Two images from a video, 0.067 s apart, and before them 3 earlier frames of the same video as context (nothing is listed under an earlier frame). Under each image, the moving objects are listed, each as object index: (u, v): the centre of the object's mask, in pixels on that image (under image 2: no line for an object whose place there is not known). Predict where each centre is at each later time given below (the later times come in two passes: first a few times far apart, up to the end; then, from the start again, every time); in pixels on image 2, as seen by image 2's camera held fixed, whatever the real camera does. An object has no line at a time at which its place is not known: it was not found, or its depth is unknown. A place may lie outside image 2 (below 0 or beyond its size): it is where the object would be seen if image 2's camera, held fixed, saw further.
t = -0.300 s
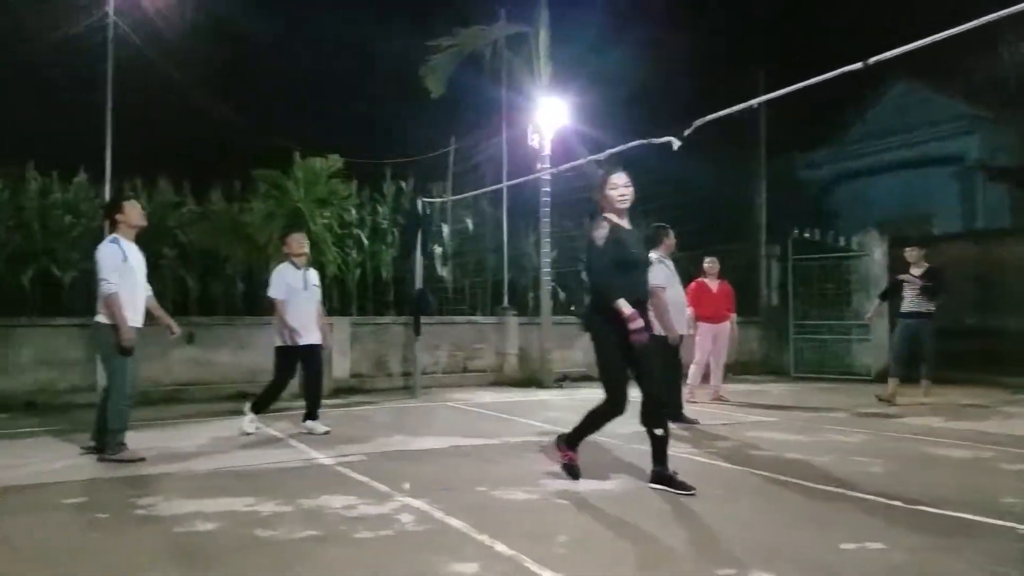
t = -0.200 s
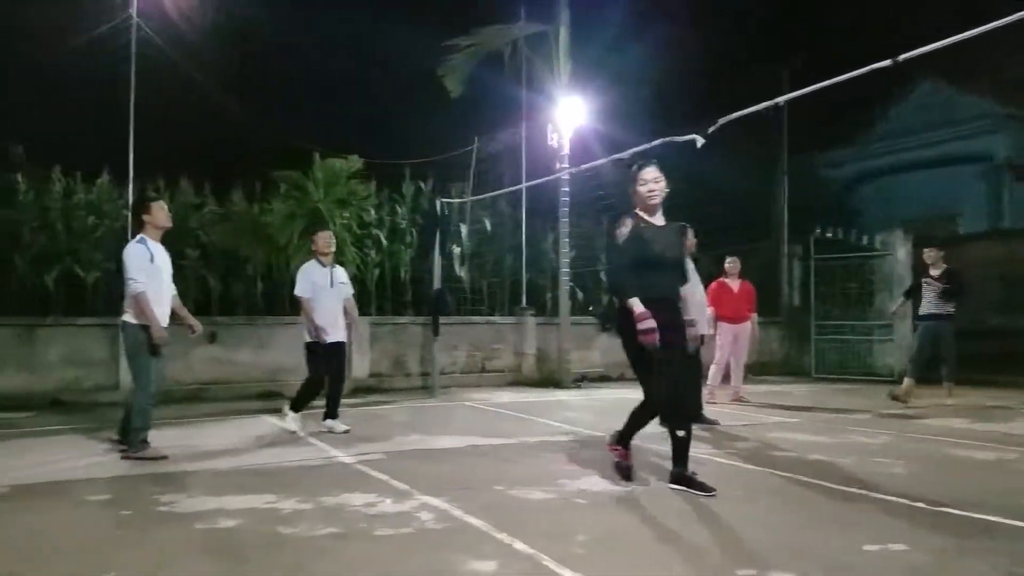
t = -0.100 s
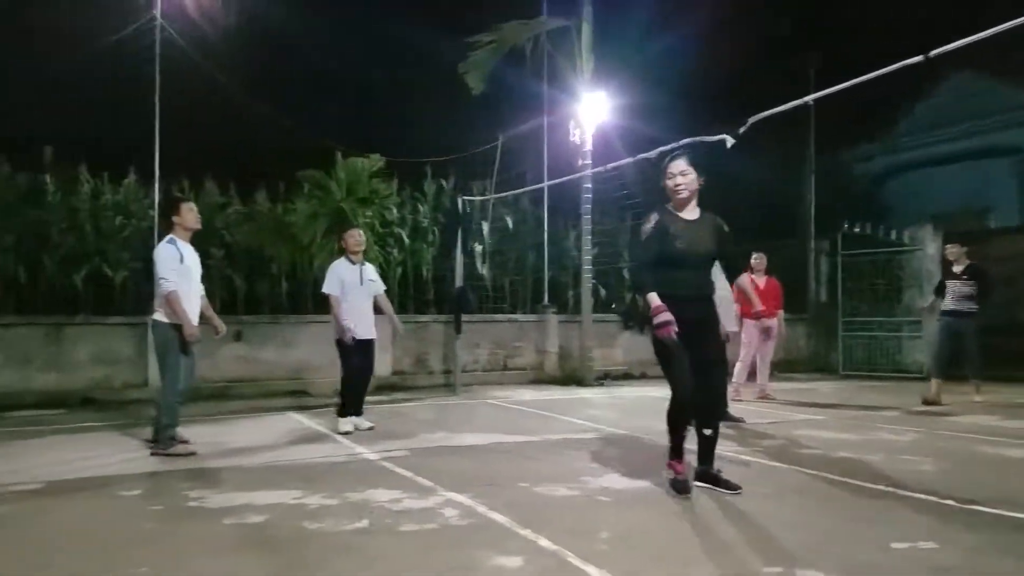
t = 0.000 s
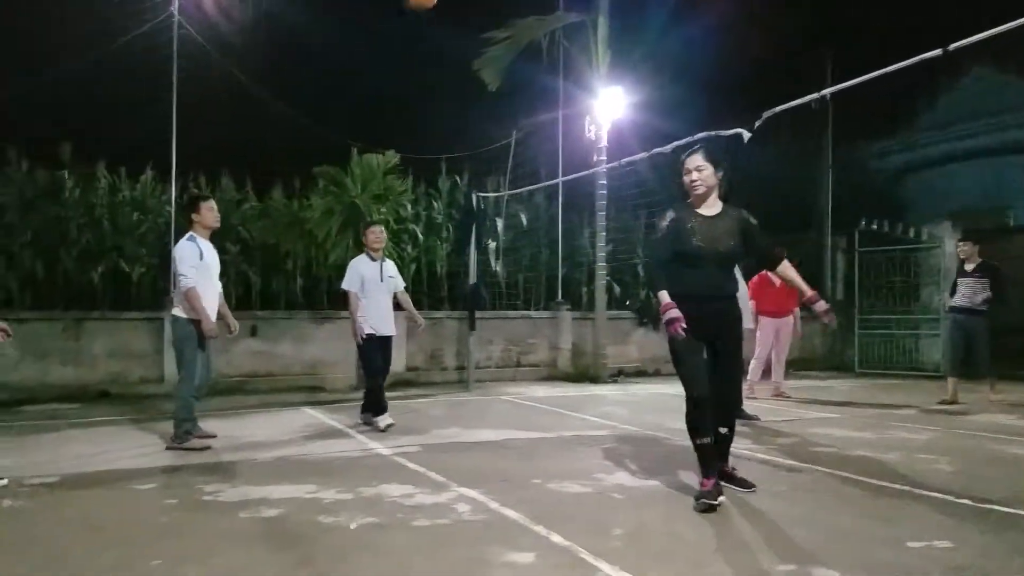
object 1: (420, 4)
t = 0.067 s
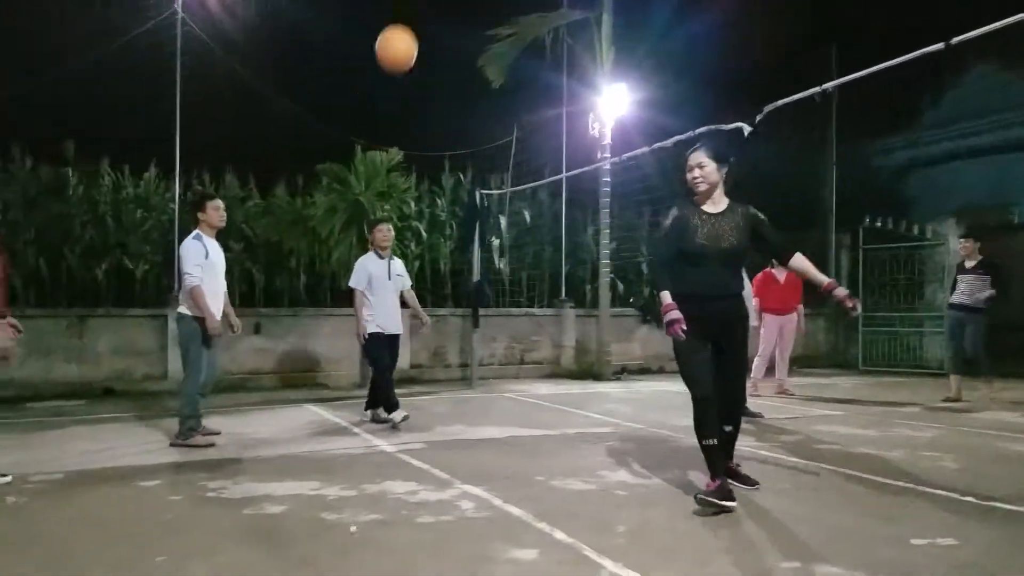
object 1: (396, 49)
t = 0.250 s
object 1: (324, 263)
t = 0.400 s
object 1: (271, 428)
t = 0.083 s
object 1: (390, 67)
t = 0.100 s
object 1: (383, 85)
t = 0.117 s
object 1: (376, 103)
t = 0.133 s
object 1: (369, 123)
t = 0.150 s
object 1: (363, 141)
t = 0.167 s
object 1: (356, 160)
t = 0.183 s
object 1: (350, 181)
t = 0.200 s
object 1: (343, 201)
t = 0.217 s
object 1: (337, 221)
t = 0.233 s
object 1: (331, 242)
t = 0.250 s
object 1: (324, 263)
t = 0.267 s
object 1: (318, 285)
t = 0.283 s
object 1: (313, 304)
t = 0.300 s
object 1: (306, 327)
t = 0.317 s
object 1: (301, 349)
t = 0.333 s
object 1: (294, 375)
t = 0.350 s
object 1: (287, 398)
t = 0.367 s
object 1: (279, 421)
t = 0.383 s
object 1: (272, 445)
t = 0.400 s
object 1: (271, 428)
